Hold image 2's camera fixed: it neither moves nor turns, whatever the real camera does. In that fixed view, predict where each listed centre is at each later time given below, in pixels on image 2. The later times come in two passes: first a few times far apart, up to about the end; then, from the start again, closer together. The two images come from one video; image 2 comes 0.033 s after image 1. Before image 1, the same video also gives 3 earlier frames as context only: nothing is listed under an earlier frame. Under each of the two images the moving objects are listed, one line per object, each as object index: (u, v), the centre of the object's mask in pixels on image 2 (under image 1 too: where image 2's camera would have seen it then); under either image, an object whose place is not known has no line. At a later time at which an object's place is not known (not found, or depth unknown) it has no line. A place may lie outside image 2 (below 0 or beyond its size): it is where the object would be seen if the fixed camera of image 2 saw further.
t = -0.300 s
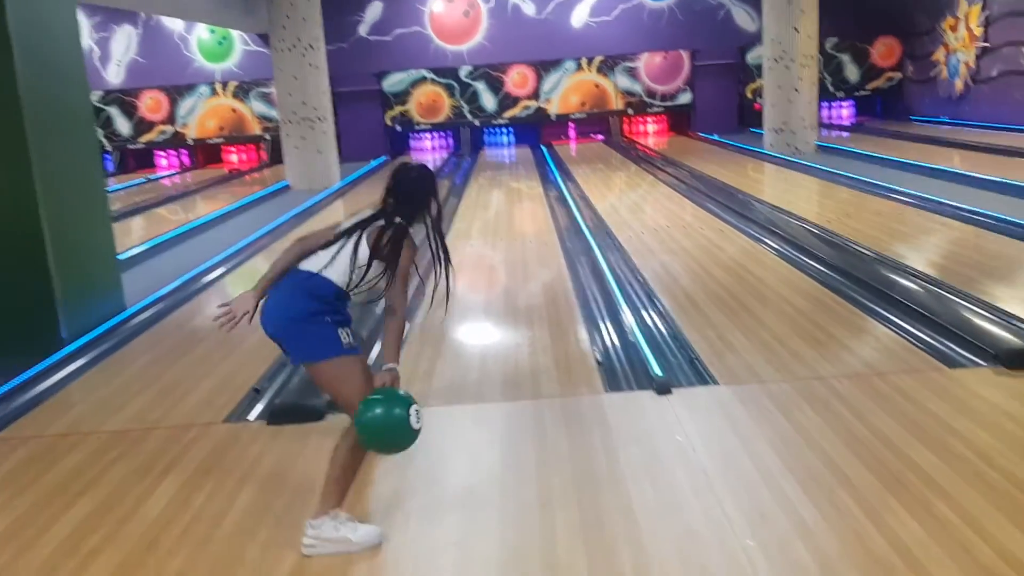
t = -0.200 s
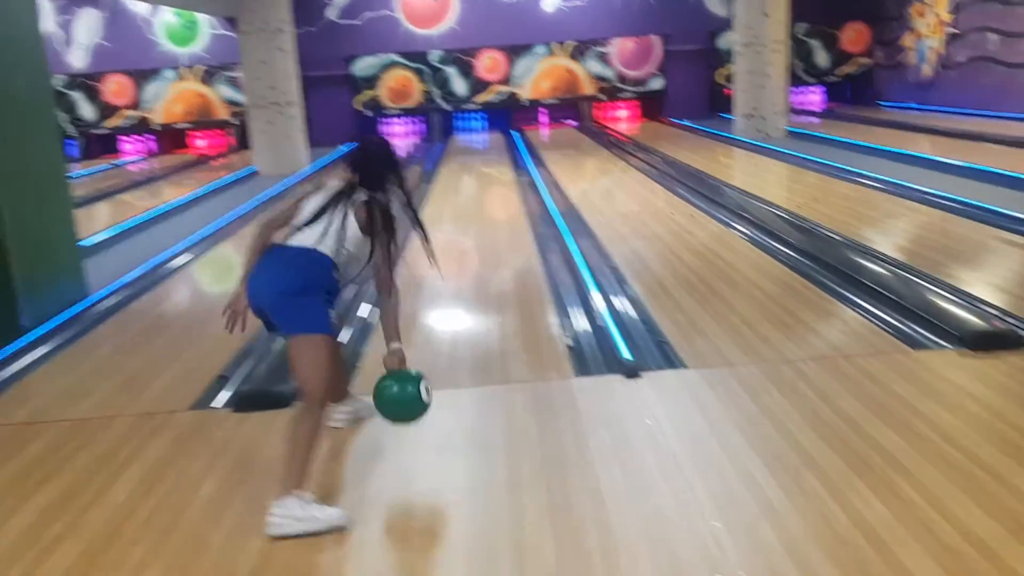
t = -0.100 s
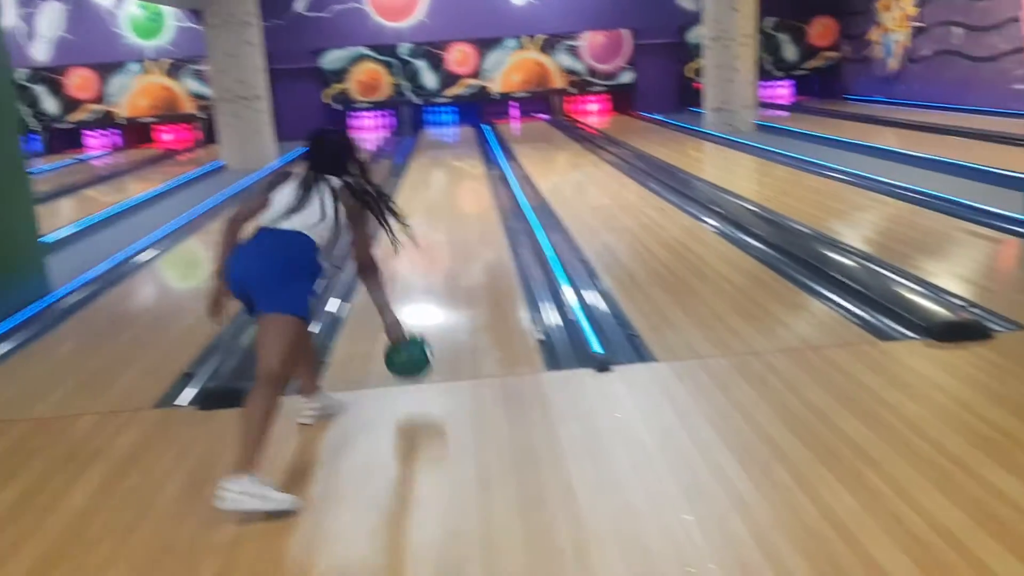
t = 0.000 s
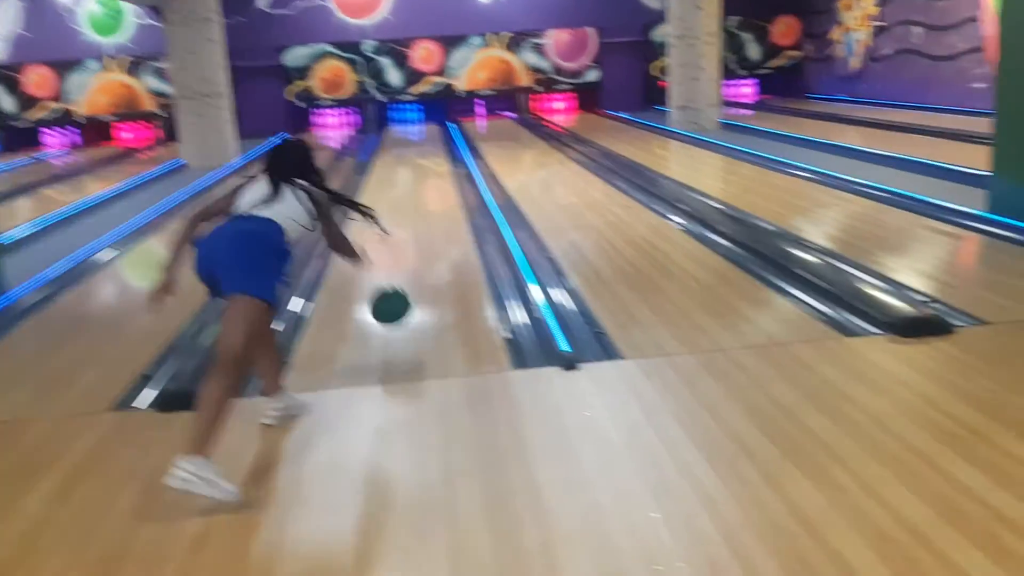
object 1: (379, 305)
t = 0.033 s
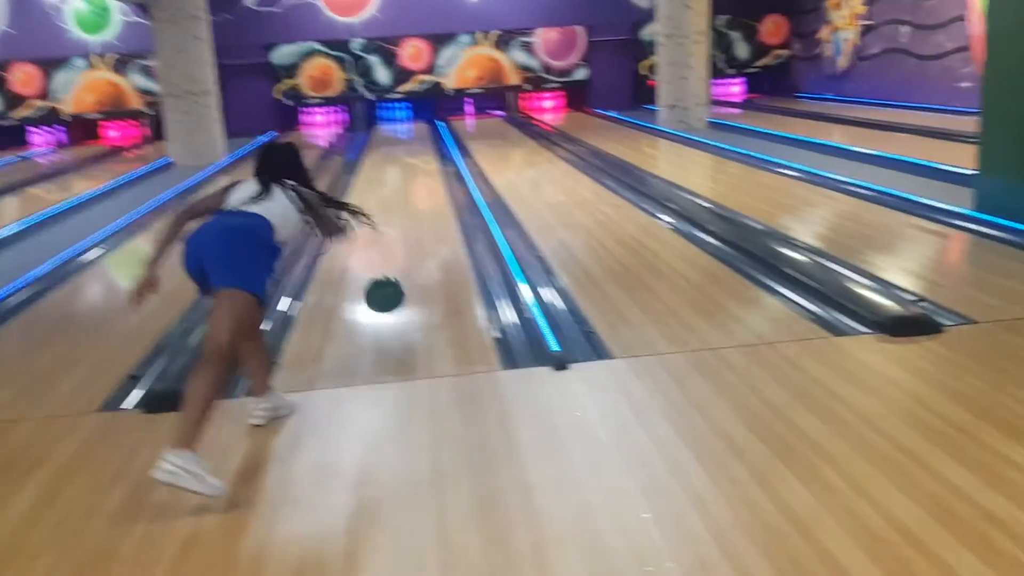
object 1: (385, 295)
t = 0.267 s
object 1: (409, 248)
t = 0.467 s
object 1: (421, 216)
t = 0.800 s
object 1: (432, 180)
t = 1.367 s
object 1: (441, 150)
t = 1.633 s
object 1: (438, 141)
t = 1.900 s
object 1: (435, 132)
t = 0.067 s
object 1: (389, 287)
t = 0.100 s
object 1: (393, 281)
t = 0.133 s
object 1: (397, 278)
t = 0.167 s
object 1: (401, 272)
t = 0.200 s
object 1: (403, 261)
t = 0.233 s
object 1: (406, 254)
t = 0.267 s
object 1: (409, 248)
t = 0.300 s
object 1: (411, 243)
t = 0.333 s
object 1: (413, 236)
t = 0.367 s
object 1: (415, 230)
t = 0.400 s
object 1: (417, 226)
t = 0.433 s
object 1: (419, 221)
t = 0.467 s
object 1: (421, 216)
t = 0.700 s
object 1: (428, 188)
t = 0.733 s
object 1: (429, 185)
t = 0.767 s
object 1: (431, 182)
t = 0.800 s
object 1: (432, 180)
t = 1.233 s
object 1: (438, 152)
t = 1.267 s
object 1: (439, 151)
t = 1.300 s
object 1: (440, 151)
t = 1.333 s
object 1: (441, 150)
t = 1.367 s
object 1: (441, 150)
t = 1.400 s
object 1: (441, 147)
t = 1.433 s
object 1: (440, 146)
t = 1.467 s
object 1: (439, 145)
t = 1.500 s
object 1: (439, 144)
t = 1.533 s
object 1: (439, 144)
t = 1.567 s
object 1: (439, 143)
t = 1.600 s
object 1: (438, 141)
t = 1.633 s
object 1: (438, 141)
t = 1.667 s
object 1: (438, 139)
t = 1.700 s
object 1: (437, 139)
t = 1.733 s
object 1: (437, 138)
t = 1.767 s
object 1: (437, 137)
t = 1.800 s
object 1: (437, 136)
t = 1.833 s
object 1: (436, 135)
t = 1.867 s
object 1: (435, 133)
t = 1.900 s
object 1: (435, 132)
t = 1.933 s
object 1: (435, 132)
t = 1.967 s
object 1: (435, 131)
